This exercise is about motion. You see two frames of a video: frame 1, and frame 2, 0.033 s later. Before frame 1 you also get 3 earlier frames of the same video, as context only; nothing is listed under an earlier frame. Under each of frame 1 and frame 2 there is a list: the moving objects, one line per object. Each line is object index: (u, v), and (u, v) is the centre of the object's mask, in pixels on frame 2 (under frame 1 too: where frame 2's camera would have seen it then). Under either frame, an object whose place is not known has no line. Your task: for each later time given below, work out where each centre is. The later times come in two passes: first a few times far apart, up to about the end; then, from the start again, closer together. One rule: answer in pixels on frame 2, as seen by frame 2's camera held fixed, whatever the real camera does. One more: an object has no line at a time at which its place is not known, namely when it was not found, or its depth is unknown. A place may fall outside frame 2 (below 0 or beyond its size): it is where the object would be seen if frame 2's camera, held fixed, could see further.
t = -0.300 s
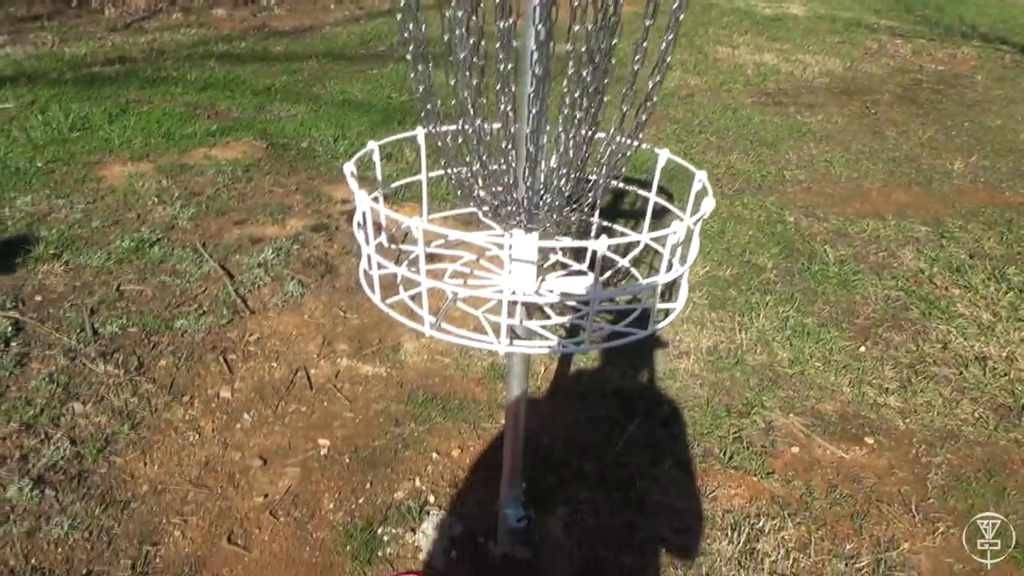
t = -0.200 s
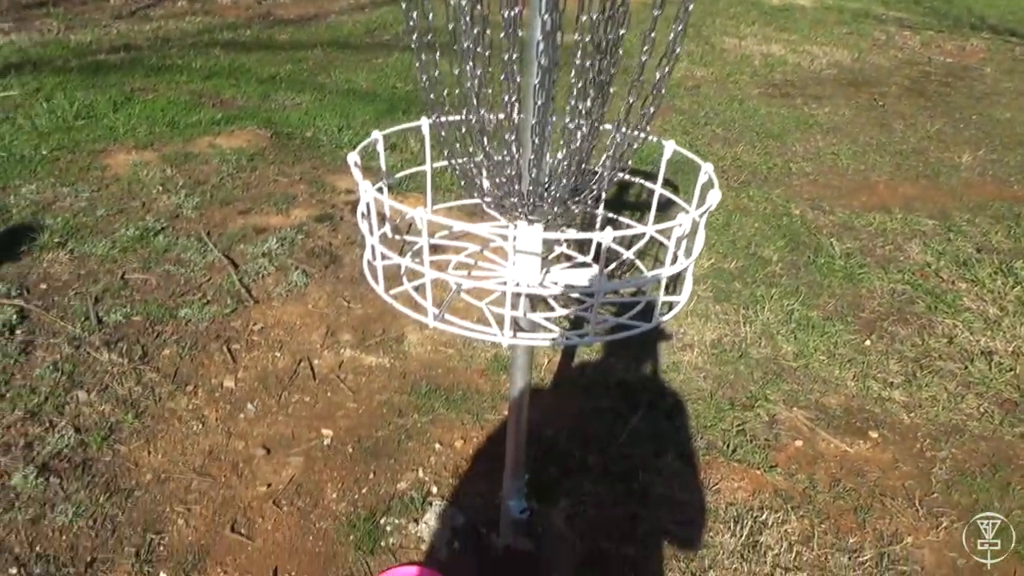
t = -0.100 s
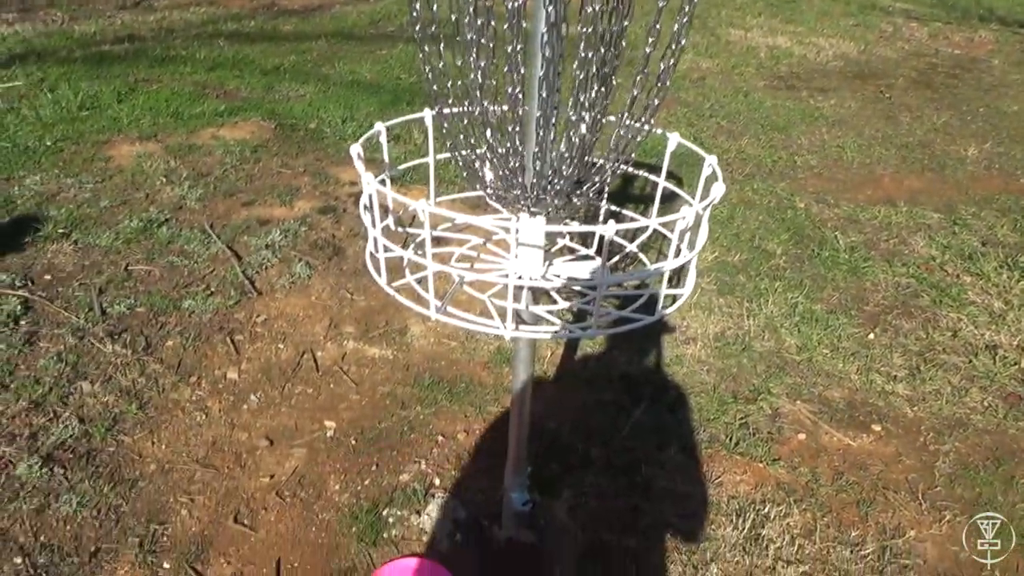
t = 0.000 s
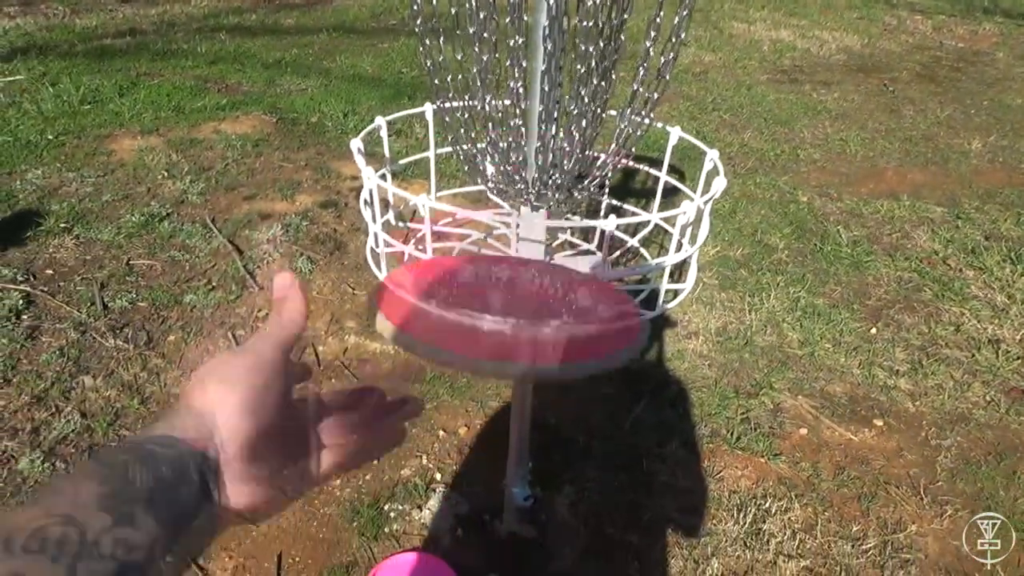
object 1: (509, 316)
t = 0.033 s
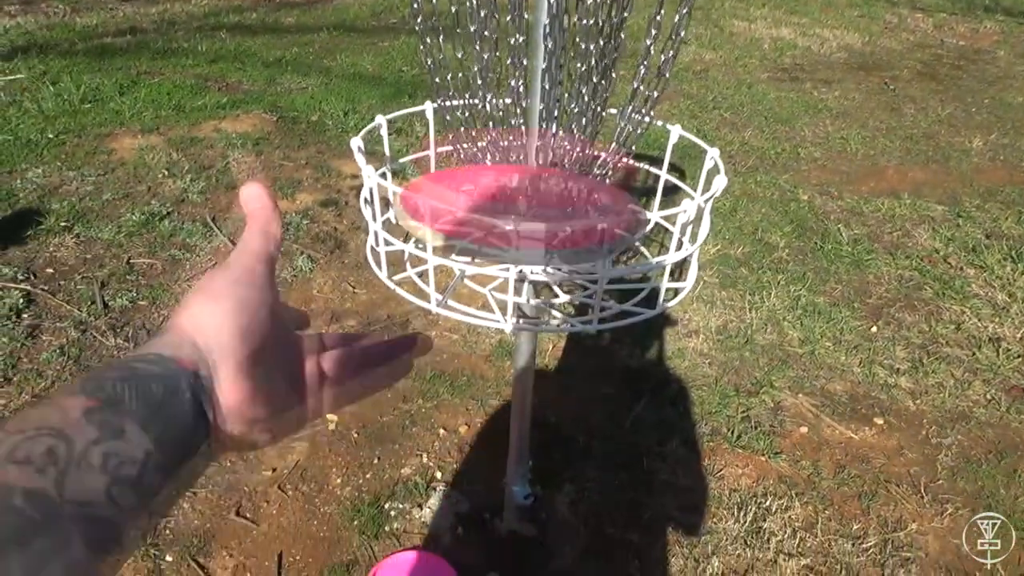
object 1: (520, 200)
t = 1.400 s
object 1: (524, 285)
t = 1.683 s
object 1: (537, 295)
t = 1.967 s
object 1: (536, 295)
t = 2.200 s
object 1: (534, 294)
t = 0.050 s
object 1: (522, 161)
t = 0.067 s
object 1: (527, 128)
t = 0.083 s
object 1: (531, 102)
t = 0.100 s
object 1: (533, 81)
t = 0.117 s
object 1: (537, 67)
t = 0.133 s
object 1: (539, 52)
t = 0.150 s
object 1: (542, 41)
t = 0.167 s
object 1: (543, 33)
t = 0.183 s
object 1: (545, 28)
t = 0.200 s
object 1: (550, 27)
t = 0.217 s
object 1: (555, 26)
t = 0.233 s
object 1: (556, 29)
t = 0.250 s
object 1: (560, 33)
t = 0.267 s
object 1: (561, 40)
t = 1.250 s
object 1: (526, 278)
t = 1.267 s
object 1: (525, 278)
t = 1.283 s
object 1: (525, 279)
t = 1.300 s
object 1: (525, 279)
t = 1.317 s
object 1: (523, 280)
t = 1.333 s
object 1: (524, 279)
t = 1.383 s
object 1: (519, 284)
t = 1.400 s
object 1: (524, 285)
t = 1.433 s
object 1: (532, 291)
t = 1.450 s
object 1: (534, 295)
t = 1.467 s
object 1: (536, 296)
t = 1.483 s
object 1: (536, 294)
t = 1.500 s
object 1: (537, 295)
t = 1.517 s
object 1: (535, 293)
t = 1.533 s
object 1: (538, 294)
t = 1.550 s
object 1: (536, 293)
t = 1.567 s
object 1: (537, 294)
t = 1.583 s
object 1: (536, 293)
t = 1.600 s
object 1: (539, 294)
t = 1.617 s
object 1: (538, 295)
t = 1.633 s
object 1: (541, 296)
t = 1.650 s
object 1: (539, 295)
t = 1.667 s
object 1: (537, 294)
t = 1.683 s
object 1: (537, 295)
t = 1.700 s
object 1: (536, 294)
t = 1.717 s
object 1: (536, 295)
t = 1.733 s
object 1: (537, 295)
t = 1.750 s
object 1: (536, 295)
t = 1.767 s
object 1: (537, 295)
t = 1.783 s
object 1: (536, 295)
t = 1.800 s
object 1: (537, 295)
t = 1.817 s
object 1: (536, 295)
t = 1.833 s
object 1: (536, 295)
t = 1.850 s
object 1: (536, 295)
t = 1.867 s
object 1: (536, 295)
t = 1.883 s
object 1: (535, 295)
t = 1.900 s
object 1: (535, 294)
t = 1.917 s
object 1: (535, 294)
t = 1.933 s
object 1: (535, 294)
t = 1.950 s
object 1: (536, 295)
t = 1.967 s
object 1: (536, 295)
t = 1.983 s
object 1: (535, 295)
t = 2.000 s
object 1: (535, 295)
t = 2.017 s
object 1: (534, 294)
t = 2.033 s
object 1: (534, 294)
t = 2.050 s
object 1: (534, 294)
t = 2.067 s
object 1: (535, 295)
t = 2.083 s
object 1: (534, 294)
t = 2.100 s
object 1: (534, 294)
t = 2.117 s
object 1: (533, 294)
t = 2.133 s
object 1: (533, 294)
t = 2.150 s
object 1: (533, 294)
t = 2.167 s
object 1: (534, 295)
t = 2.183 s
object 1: (534, 294)
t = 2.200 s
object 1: (534, 294)
